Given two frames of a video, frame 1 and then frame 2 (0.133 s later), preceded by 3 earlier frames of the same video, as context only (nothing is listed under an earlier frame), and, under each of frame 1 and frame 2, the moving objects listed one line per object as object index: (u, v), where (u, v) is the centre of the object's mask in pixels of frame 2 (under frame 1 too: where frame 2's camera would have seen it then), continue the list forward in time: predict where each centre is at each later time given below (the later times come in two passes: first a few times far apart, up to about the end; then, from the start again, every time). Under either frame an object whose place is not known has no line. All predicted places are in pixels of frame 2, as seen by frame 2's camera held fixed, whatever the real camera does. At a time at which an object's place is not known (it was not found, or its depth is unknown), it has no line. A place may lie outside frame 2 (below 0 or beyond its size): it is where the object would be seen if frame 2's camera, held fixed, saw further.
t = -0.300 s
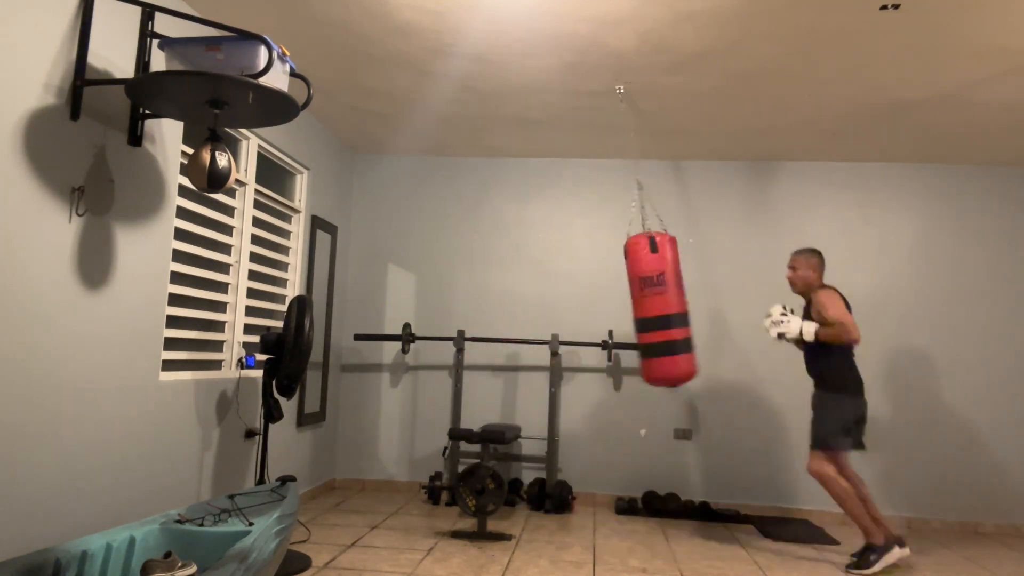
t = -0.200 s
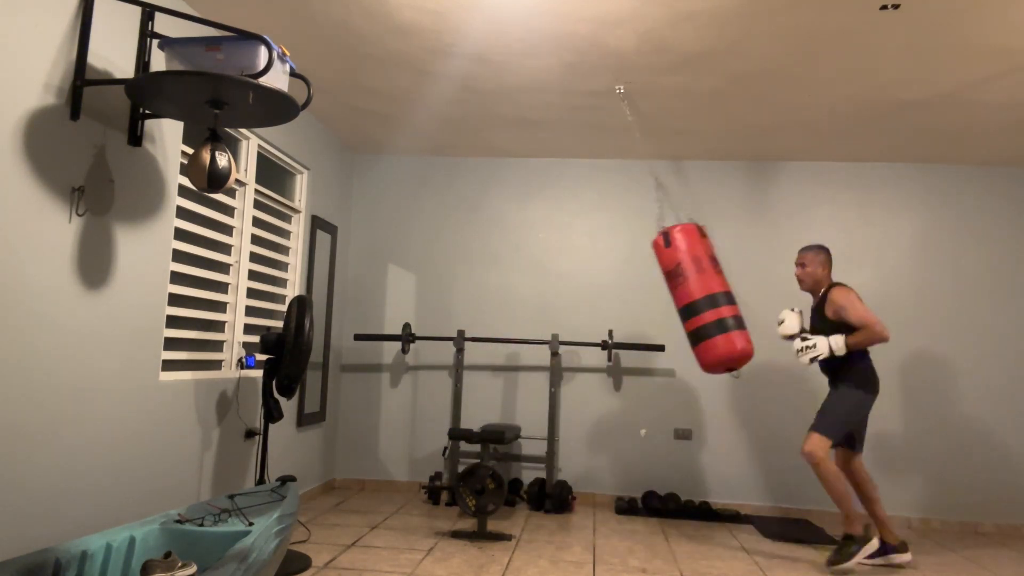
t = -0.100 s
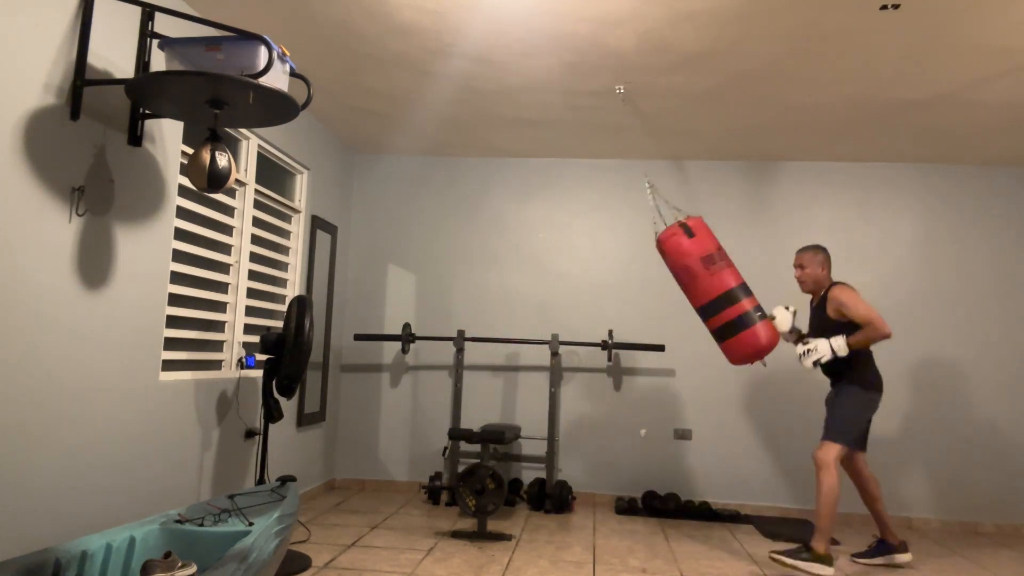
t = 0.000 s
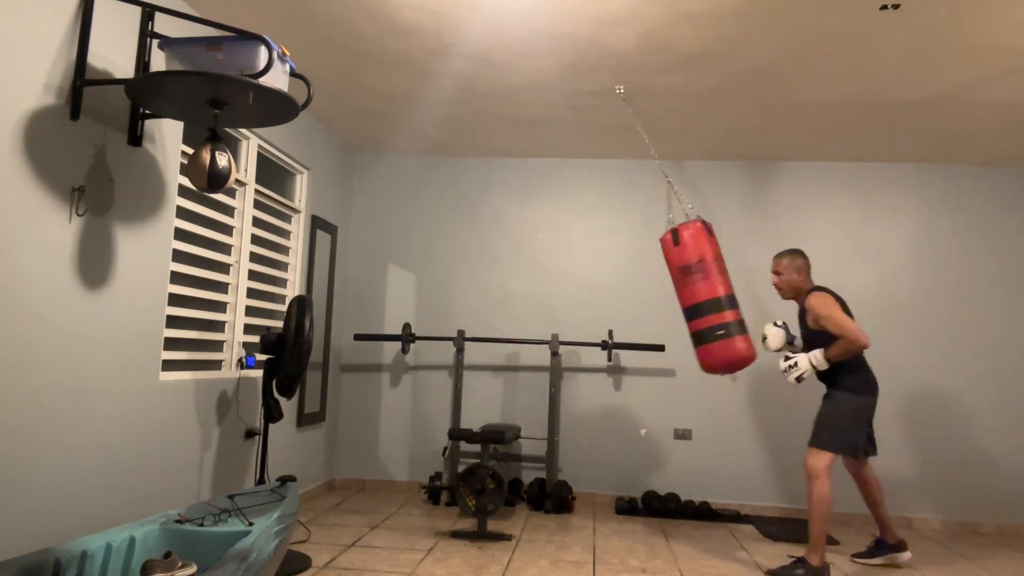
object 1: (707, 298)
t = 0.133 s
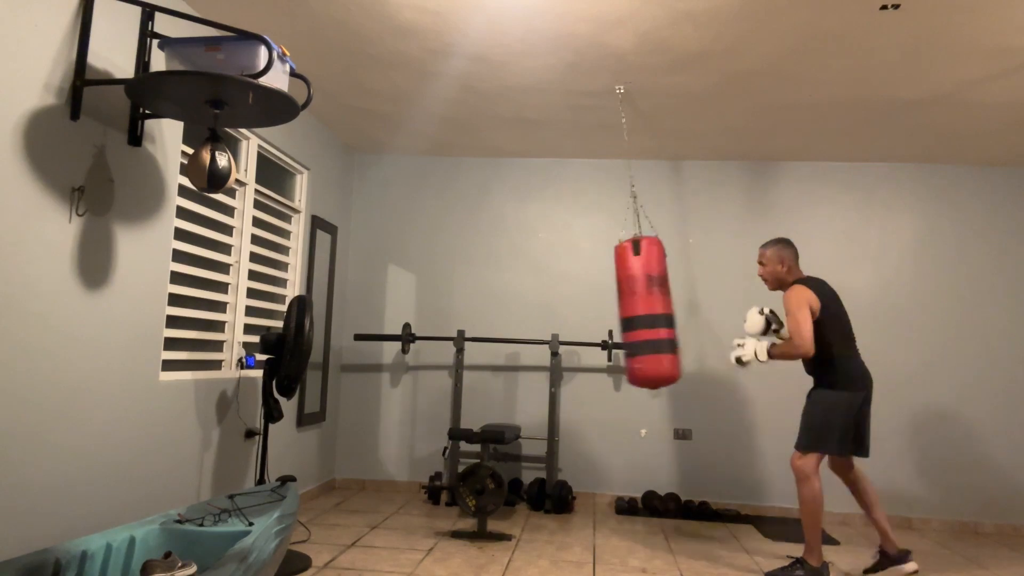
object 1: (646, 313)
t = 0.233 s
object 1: (589, 311)
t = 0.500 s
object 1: (518, 288)
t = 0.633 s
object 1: (543, 300)
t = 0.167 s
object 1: (628, 314)
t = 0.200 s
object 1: (608, 313)
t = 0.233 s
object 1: (589, 311)
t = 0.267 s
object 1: (572, 309)
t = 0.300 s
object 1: (558, 305)
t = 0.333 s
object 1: (545, 300)
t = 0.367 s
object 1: (533, 296)
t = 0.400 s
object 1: (524, 292)
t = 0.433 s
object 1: (520, 290)
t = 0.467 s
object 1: (518, 289)
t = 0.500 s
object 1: (518, 288)
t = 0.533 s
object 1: (520, 289)
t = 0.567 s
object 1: (524, 292)
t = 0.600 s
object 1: (532, 296)
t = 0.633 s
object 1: (543, 300)
